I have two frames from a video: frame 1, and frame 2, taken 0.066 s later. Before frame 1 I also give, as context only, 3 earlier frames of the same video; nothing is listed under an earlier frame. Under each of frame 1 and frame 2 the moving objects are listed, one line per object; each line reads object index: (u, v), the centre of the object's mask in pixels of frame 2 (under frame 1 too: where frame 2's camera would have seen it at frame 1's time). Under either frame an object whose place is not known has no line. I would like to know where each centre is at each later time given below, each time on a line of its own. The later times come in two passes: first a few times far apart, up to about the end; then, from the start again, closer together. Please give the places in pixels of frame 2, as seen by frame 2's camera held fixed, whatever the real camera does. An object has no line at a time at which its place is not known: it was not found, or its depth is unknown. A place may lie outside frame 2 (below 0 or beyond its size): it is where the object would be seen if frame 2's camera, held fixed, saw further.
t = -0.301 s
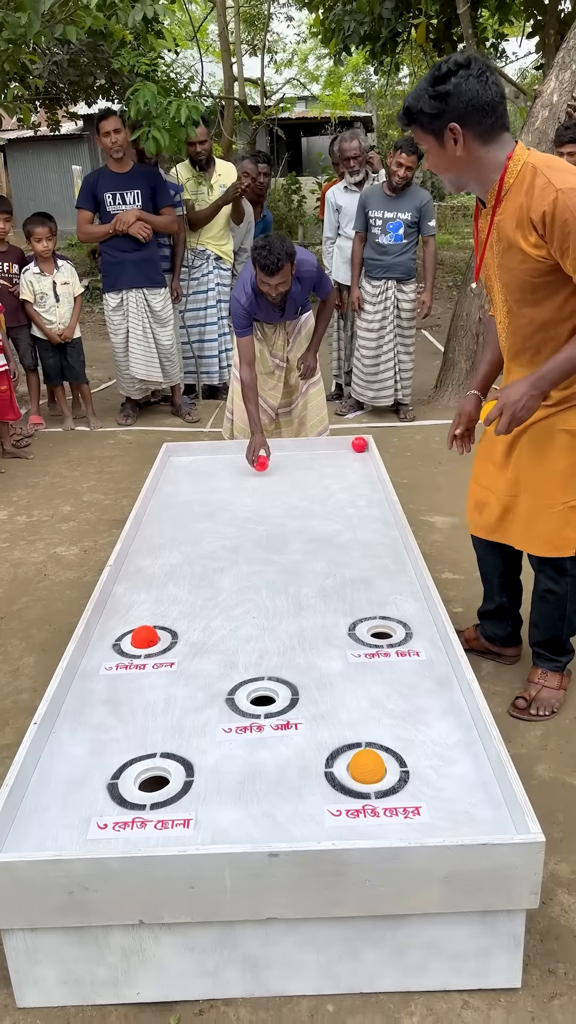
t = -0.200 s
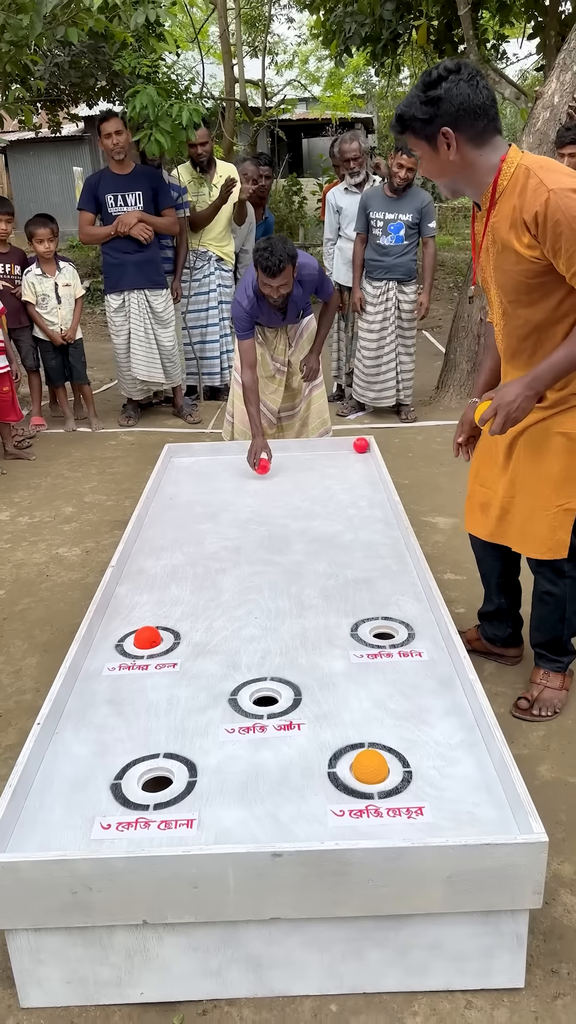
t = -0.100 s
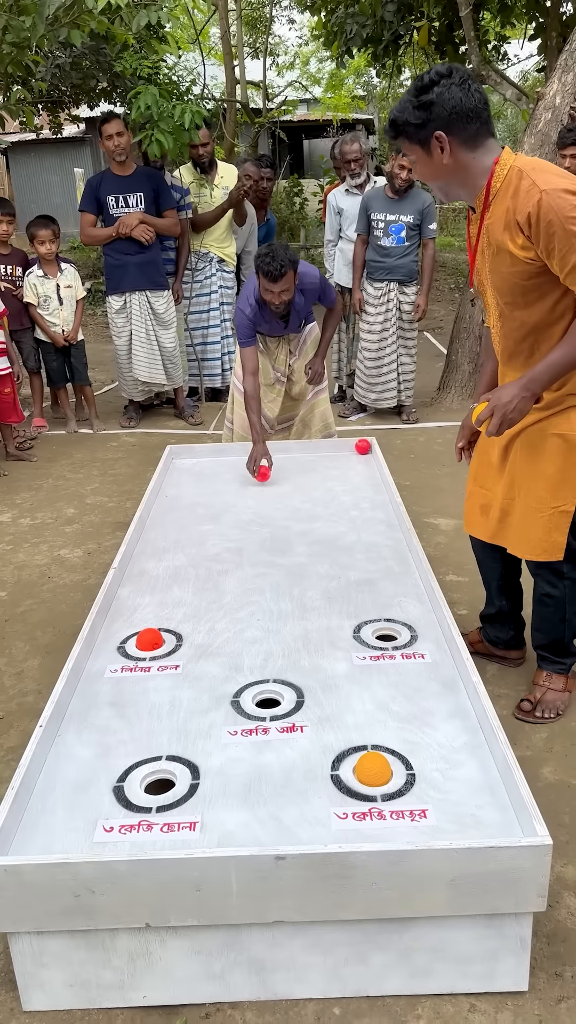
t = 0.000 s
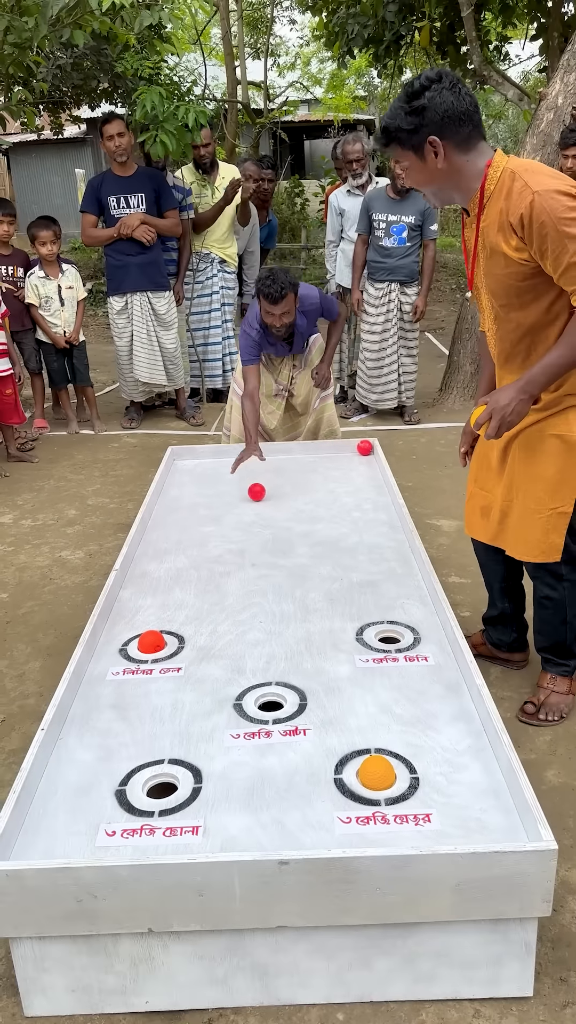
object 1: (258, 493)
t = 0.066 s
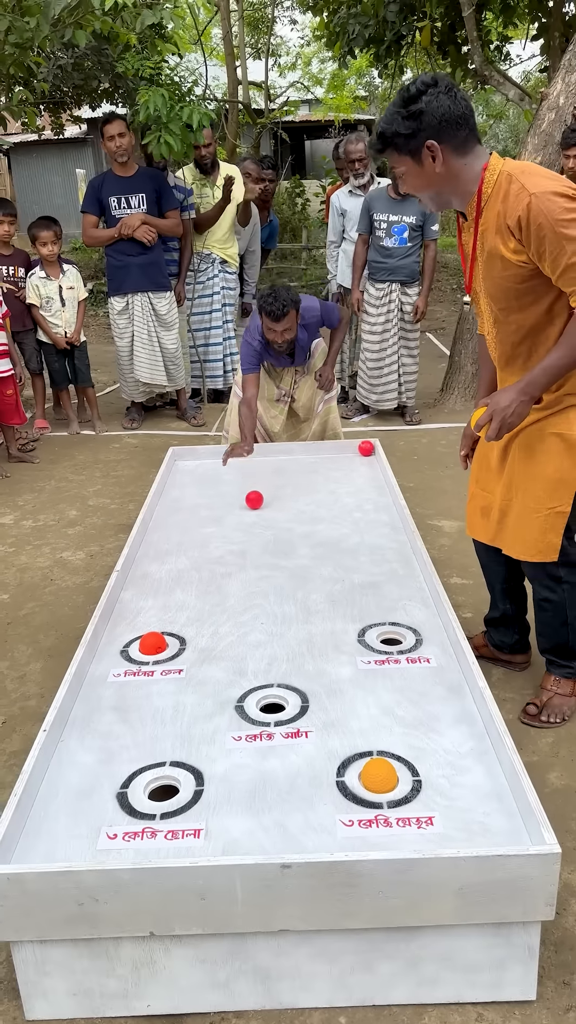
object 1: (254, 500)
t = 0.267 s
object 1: (244, 519)
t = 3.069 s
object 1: (162, 784)
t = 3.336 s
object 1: (161, 784)
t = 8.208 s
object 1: (162, 785)
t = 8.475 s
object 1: (162, 785)
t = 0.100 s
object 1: (252, 503)
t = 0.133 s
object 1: (251, 506)
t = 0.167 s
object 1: (249, 510)
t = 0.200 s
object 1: (247, 513)
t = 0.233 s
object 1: (246, 516)
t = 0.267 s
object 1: (244, 519)
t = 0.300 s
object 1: (242, 523)
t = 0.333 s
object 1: (240, 526)
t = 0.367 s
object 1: (239, 530)
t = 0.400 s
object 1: (237, 533)
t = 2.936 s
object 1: (162, 784)
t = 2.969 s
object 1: (162, 784)
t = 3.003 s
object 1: (162, 784)
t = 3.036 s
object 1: (162, 784)
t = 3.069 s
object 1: (162, 784)
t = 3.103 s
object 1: (162, 784)
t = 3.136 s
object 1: (162, 784)
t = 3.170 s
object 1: (162, 784)
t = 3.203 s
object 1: (162, 784)
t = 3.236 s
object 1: (162, 784)
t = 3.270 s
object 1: (162, 784)
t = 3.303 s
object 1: (161, 784)
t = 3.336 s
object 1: (161, 784)
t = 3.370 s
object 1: (161, 784)
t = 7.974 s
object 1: (161, 785)
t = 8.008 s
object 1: (161, 785)
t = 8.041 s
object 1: (161, 785)
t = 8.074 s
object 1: (161, 785)
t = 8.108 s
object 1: (162, 785)
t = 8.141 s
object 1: (161, 785)
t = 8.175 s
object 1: (162, 785)
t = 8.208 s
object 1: (162, 785)
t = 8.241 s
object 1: (162, 785)
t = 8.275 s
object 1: (162, 784)
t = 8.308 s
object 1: (161, 784)
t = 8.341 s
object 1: (162, 784)
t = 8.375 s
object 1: (161, 785)
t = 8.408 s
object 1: (162, 785)
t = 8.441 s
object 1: (162, 785)
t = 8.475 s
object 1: (162, 785)
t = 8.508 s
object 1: (162, 785)
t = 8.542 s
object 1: (162, 785)
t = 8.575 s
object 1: (162, 785)
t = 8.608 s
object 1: (162, 785)
